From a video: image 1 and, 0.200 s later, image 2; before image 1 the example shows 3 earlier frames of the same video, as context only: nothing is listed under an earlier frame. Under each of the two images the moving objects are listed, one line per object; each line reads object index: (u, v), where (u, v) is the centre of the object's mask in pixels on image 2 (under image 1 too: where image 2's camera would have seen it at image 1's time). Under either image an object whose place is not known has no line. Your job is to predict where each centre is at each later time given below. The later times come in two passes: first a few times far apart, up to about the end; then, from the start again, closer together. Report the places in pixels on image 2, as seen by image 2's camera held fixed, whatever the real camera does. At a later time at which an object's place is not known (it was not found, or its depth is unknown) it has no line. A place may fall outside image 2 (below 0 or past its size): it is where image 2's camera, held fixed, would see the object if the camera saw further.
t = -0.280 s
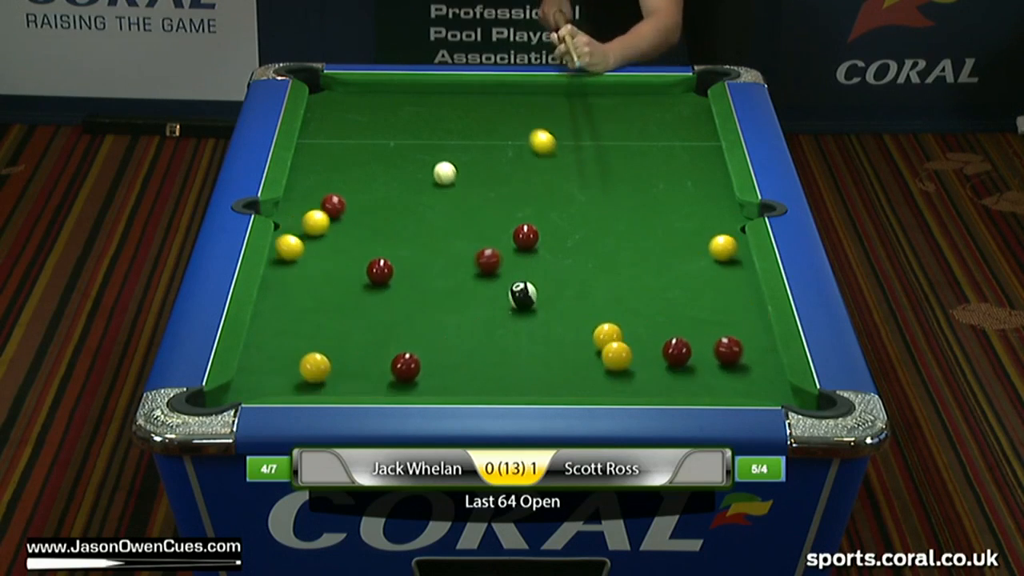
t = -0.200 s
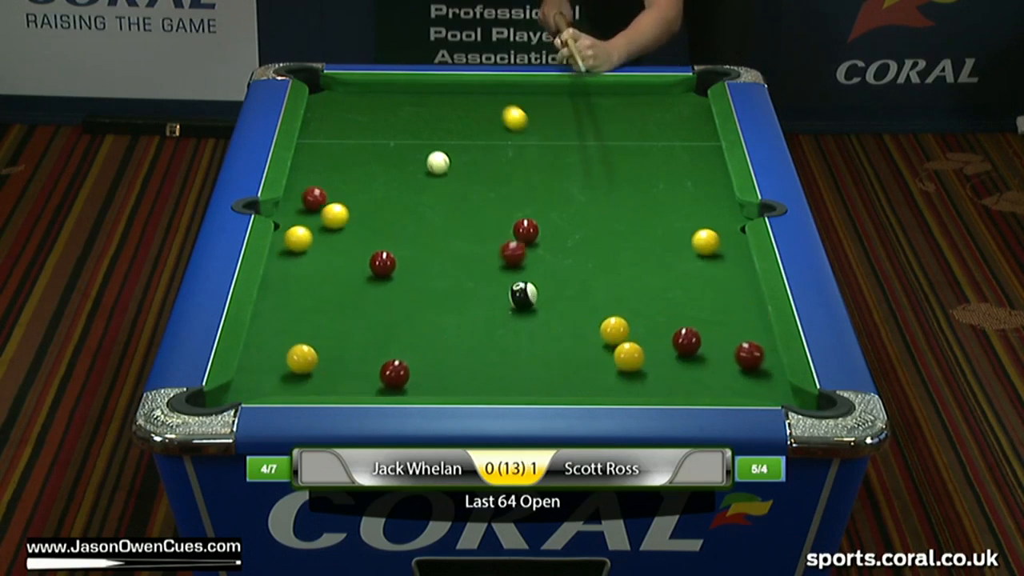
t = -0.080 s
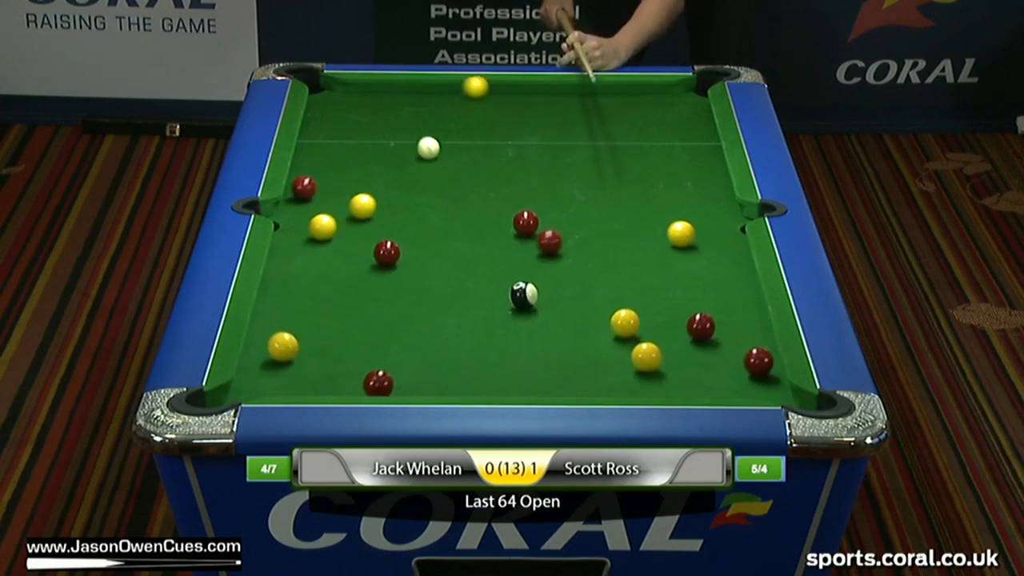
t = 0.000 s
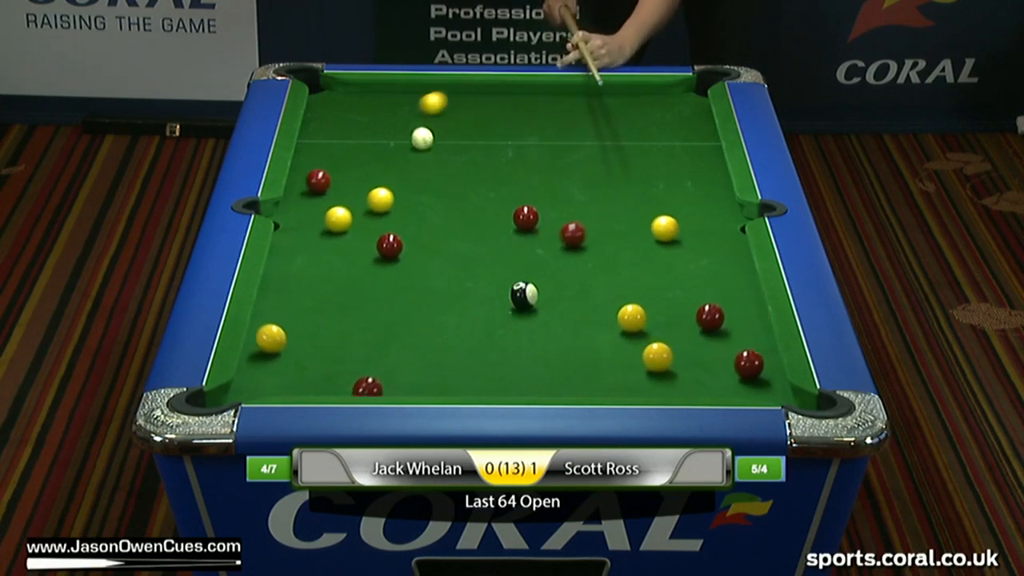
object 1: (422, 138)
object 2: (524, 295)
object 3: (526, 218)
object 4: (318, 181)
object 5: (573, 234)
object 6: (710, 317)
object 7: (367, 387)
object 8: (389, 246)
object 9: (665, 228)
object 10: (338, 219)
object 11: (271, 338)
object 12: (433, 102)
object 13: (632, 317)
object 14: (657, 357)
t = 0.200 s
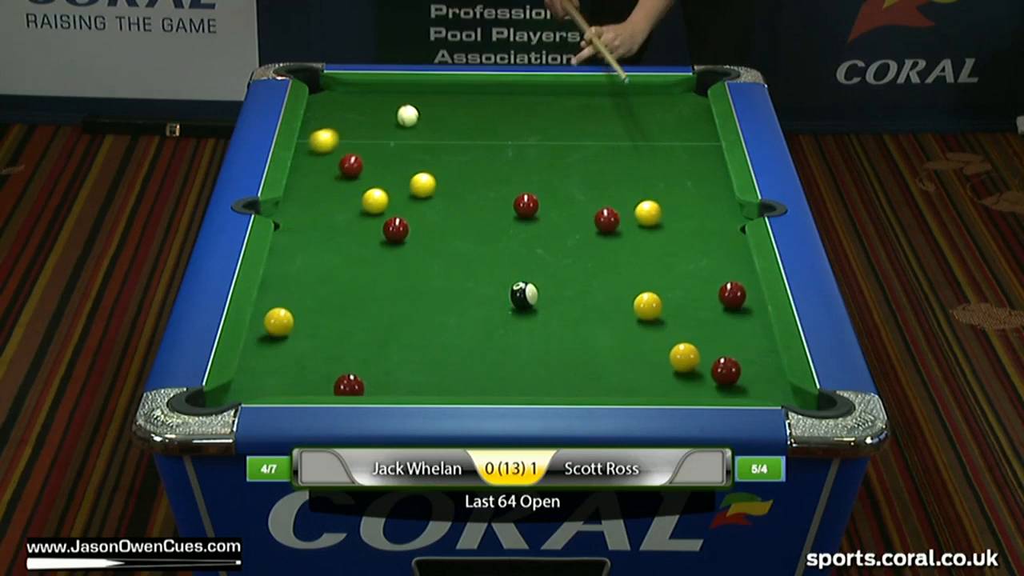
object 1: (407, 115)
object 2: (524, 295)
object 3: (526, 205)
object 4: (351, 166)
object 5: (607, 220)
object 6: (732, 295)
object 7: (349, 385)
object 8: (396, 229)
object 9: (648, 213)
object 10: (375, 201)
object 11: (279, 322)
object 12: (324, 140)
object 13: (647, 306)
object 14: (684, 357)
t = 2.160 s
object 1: (322, 180)
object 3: (524, 129)
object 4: (570, 108)
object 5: (552, 163)
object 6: (635, 165)
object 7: (266, 332)
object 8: (482, 332)
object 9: (652, 91)
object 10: (626, 94)
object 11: (438, 221)
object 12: (631, 185)
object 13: (723, 233)
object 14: (726, 357)
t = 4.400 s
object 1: (357, 253)
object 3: (525, 111)
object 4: (615, 126)
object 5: (544, 156)
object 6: (694, 141)
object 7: (270, 331)
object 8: (462, 370)
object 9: (625, 113)
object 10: (695, 125)
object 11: (498, 186)
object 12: (682, 187)
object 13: (711, 225)
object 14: (760, 353)
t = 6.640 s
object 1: (361, 261)
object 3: (525, 111)
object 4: (615, 126)
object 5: (544, 155)
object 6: (696, 142)
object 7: (269, 331)
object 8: (462, 371)
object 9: (625, 114)
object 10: (694, 125)
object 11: (498, 186)
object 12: (682, 187)
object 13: (712, 226)
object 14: (760, 353)
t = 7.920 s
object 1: (361, 261)
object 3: (525, 111)
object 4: (615, 126)
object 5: (544, 155)
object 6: (696, 142)
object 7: (269, 331)
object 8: (463, 370)
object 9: (625, 114)
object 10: (694, 125)
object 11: (498, 186)
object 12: (682, 187)
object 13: (712, 226)
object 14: (760, 353)
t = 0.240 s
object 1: (405, 111)
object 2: (524, 295)
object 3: (526, 203)
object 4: (357, 163)
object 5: (604, 218)
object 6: (736, 291)
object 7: (346, 384)
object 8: (397, 226)
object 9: (654, 209)
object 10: (382, 197)
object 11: (283, 319)
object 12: (309, 147)
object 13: (650, 303)
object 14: (689, 357)
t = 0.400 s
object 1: (394, 95)
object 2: (523, 295)
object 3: (526, 194)
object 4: (381, 151)
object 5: (598, 211)
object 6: (738, 276)
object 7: (334, 379)
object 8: (402, 214)
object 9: (668, 195)
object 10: (409, 184)
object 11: (302, 307)
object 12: (365, 176)
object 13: (662, 295)
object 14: (710, 355)
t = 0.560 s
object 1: (382, 91)
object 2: (524, 295)
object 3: (526, 186)
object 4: (404, 141)
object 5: (592, 204)
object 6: (723, 263)
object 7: (323, 372)
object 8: (415, 215)
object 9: (682, 181)
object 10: (435, 171)
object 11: (319, 297)
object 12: (407, 193)
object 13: (672, 287)
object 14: (728, 358)
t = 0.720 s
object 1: (369, 101)
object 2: (523, 295)
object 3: (526, 178)
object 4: (426, 131)
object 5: (587, 198)
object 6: (710, 250)
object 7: (313, 365)
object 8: (443, 239)
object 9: (695, 169)
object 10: (459, 160)
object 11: (335, 287)
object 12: (434, 190)
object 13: (683, 279)
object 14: (745, 359)
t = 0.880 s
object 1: (355, 110)
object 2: (523, 295)
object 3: (526, 170)
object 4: (447, 121)
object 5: (582, 192)
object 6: (697, 239)
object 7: (303, 359)
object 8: (467, 258)
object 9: (707, 156)
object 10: (483, 148)
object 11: (351, 277)
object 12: (462, 189)
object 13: (692, 272)
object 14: (761, 359)
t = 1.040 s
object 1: (342, 120)
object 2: (523, 295)
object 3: (525, 164)
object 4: (466, 112)
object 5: (577, 187)
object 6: (685, 228)
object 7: (294, 354)
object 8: (491, 277)
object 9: (704, 146)
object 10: (505, 137)
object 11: (365, 268)
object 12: (489, 188)
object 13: (701, 266)
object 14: (760, 359)
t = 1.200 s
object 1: (328, 129)
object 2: (539, 302)
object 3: (525, 157)
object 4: (485, 103)
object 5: (573, 183)
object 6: (673, 218)
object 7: (285, 350)
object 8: (501, 290)
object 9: (695, 137)
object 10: (525, 127)
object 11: (378, 260)
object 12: (515, 187)
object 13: (709, 257)
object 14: (751, 359)
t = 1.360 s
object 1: (315, 139)
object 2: (566, 312)
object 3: (525, 152)
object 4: (502, 95)
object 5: (568, 178)
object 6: (663, 208)
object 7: (278, 346)
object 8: (498, 297)
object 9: (686, 128)
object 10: (545, 118)
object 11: (390, 252)
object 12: (539, 187)
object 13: (716, 252)
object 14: (744, 360)
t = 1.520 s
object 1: (308, 148)
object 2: (592, 321)
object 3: (524, 146)
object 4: (518, 88)
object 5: (565, 170)
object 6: (653, 199)
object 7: (272, 342)
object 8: (494, 305)
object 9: (678, 120)
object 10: (564, 108)
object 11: (401, 245)
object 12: (563, 186)
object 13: (724, 247)
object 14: (737, 359)
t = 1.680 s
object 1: (311, 156)
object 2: (619, 331)
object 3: (524, 141)
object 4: (532, 93)
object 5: (561, 171)
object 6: (644, 191)
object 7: (266, 338)
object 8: (491, 312)
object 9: (671, 112)
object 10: (581, 100)
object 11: (411, 238)
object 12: (586, 185)
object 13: (731, 242)
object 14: (732, 359)
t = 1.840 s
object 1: (315, 164)
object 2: (645, 342)
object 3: (524, 137)
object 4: (545, 98)
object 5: (558, 167)
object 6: (636, 183)
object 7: (261, 335)
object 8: (488, 319)
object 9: (663, 105)
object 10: (598, 92)
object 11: (421, 232)
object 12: (607, 184)
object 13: (732, 238)
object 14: (729, 358)
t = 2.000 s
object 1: (318, 172)
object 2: (672, 352)
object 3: (524, 133)
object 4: (558, 103)
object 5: (555, 165)
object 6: (636, 173)
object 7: (263, 333)
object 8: (485, 326)
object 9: (657, 98)
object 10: (613, 90)
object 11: (430, 226)
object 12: (621, 185)
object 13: (727, 235)
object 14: (726, 358)
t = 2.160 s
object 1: (322, 180)
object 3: (524, 129)
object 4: (570, 108)
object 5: (552, 163)
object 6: (635, 165)
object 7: (266, 332)
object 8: (482, 332)
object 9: (652, 91)
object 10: (626, 94)
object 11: (438, 221)
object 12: (631, 185)
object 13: (723, 233)
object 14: (726, 357)
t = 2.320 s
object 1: (325, 187)
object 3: (524, 125)
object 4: (582, 113)
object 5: (550, 160)
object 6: (635, 159)
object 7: (269, 331)
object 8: (480, 338)
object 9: (649, 86)
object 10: (639, 99)
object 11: (446, 216)
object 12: (641, 185)
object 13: (719, 231)
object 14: (736, 357)
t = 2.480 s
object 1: (328, 194)
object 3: (524, 122)
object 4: (593, 118)
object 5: (547, 159)
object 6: (636, 152)
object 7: (270, 331)
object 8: (477, 344)
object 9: (643, 89)
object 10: (651, 103)
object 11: (453, 211)
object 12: (649, 186)
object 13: (717, 229)
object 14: (745, 356)
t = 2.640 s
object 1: (331, 201)
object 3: (524, 120)
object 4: (604, 122)
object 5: (546, 158)
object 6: (636, 146)
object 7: (270, 331)
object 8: (474, 348)
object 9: (642, 96)
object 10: (663, 107)
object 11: (460, 207)
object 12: (657, 186)
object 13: (715, 227)
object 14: (752, 356)
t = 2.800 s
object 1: (334, 207)
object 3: (525, 117)
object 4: (614, 126)
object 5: (545, 156)
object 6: (637, 140)
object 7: (270, 331)
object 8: (471, 353)
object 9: (640, 99)
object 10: (673, 112)
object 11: (467, 203)
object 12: (663, 186)
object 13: (713, 226)
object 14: (759, 354)
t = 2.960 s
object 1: (337, 214)
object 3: (525, 115)
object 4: (620, 129)
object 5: (544, 156)
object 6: (640, 135)
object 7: (270, 331)
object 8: (469, 357)
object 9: (638, 102)
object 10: (683, 115)
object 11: (472, 200)
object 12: (669, 187)
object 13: (712, 226)
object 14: (764, 354)
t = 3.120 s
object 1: (340, 219)
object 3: (525, 114)
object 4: (618, 128)
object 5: (543, 156)
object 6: (652, 136)
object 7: (270, 331)
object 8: (467, 360)
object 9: (636, 105)
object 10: (693, 119)
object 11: (477, 197)
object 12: (673, 187)
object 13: (711, 225)
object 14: (761, 354)
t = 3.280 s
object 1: (342, 225)
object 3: (525, 113)
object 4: (617, 127)
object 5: (544, 155)
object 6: (662, 136)
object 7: (270, 331)
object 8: (465, 363)
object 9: (634, 107)
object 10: (702, 122)
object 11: (482, 195)
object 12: (677, 187)
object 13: (711, 225)
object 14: (759, 354)
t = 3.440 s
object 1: (344, 230)
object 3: (525, 112)
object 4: (616, 127)
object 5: (544, 156)
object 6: (671, 135)
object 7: (270, 331)
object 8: (464, 366)
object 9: (632, 109)
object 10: (701, 125)
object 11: (485, 193)
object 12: (680, 187)
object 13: (711, 225)
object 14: (759, 354)
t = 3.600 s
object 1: (347, 235)
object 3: (525, 111)
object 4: (615, 126)
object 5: (544, 156)
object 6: (679, 136)
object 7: (270, 331)
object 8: (463, 368)
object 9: (630, 110)
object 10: (698, 127)
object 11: (489, 191)
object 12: (681, 187)
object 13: (711, 225)
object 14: (759, 354)
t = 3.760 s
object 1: (349, 239)
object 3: (525, 111)
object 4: (615, 126)
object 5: (544, 156)
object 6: (686, 136)
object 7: (270, 331)
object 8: (463, 369)
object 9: (629, 112)
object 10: (697, 126)
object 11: (491, 189)
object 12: (682, 187)
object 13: (711, 225)
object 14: (759, 353)
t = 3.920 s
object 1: (351, 243)
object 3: (525, 111)
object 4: (615, 126)
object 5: (544, 156)
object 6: (688, 137)
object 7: (270, 331)
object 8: (462, 370)
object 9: (628, 112)
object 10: (697, 125)
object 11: (493, 188)
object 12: (682, 187)
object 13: (711, 225)
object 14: (759, 353)
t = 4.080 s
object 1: (353, 247)
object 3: (525, 111)
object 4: (615, 126)
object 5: (544, 156)
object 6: (691, 139)
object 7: (270, 331)
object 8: (463, 370)
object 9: (627, 113)
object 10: (695, 124)
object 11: (495, 187)
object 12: (682, 187)
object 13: (711, 225)
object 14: (760, 353)
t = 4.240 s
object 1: (355, 250)
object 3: (525, 111)
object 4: (615, 126)
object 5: (544, 156)
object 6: (693, 140)
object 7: (270, 331)
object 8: (462, 370)
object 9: (626, 113)
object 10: (695, 124)
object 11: (497, 186)
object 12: (682, 187)
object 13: (711, 225)
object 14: (760, 353)
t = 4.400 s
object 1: (357, 253)
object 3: (525, 111)
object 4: (615, 126)
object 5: (544, 156)
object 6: (694, 141)
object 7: (270, 331)
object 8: (462, 370)
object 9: (625, 113)
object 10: (695, 125)
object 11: (498, 186)
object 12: (682, 187)
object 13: (711, 225)
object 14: (760, 353)
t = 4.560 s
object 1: (358, 255)
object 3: (525, 111)
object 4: (615, 126)
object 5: (544, 156)
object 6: (696, 142)
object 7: (270, 331)
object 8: (463, 370)
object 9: (625, 114)
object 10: (694, 125)
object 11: (498, 186)
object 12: (682, 187)
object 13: (711, 225)
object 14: (759, 353)
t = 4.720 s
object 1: (359, 257)
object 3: (525, 111)
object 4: (615, 126)
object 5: (544, 155)
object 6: (696, 142)
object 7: (270, 331)
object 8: (463, 370)
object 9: (625, 114)
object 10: (694, 125)
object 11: (498, 186)
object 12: (682, 187)
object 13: (712, 225)
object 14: (759, 353)
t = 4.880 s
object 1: (360, 259)
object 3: (525, 111)
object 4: (615, 126)
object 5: (544, 156)
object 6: (696, 142)
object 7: (270, 331)
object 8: (463, 370)
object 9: (625, 114)
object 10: (694, 125)
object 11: (498, 186)
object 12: (682, 187)
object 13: (711, 225)
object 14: (759, 353)
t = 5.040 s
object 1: (360, 260)
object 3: (525, 111)
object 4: (615, 126)
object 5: (544, 155)
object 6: (697, 142)
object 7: (270, 331)
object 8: (463, 370)
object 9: (625, 114)
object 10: (694, 125)
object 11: (498, 186)
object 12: (682, 187)
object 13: (711, 225)
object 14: (759, 353)
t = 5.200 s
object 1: (360, 261)
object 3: (525, 111)
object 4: (615, 126)
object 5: (544, 156)
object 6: (697, 142)
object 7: (270, 331)
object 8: (463, 370)
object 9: (625, 114)
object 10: (694, 125)
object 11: (498, 186)
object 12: (682, 187)
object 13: (712, 225)
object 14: (759, 353)
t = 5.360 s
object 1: (360, 261)
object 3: (525, 111)
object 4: (615, 126)
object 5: (544, 155)
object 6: (696, 142)
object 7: (270, 331)
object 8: (462, 370)
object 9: (625, 114)
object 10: (694, 125)
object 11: (498, 186)
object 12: (682, 187)
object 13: (712, 225)
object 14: (759, 353)
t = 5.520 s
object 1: (360, 261)
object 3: (525, 111)
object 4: (615, 126)
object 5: (544, 155)
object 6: (696, 142)
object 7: (270, 331)
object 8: (462, 370)
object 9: (625, 114)
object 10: (694, 125)
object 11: (498, 186)
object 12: (682, 187)
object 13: (712, 225)
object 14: (760, 353)
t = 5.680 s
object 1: (361, 261)
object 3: (525, 111)
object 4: (615, 126)
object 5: (544, 155)
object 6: (696, 142)
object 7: (270, 331)
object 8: (462, 370)
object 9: (625, 114)
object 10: (694, 125)
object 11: (498, 186)
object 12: (682, 187)
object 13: (712, 225)
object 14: (760, 353)
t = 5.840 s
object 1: (361, 261)
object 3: (525, 111)
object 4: (615, 126)
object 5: (544, 155)
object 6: (696, 142)
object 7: (270, 331)
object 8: (462, 370)
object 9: (625, 114)
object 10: (694, 125)
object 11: (498, 186)
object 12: (682, 187)
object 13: (712, 225)
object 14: (760, 353)
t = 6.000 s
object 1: (361, 261)
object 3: (525, 111)
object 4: (615, 126)
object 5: (544, 155)
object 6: (696, 142)
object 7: (270, 331)
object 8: (462, 370)
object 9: (625, 114)
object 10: (694, 125)
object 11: (498, 186)
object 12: (682, 187)
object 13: (712, 225)
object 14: (760, 353)
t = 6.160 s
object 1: (361, 261)
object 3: (525, 111)
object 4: (615, 126)
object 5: (544, 155)
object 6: (696, 142)
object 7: (270, 331)
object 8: (462, 371)
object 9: (625, 114)
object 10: (694, 125)
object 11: (498, 186)
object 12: (682, 187)
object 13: (712, 225)
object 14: (760, 353)
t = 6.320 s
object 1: (361, 261)
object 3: (525, 111)
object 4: (615, 126)
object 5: (544, 155)
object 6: (696, 142)
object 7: (270, 331)
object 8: (462, 371)
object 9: (625, 114)
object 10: (694, 125)
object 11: (498, 186)
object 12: (682, 187)
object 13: (712, 225)
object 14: (760, 353)
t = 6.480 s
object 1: (361, 261)
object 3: (525, 111)
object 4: (615, 126)
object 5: (544, 155)
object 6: (696, 142)
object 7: (270, 331)
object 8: (462, 371)
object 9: (625, 114)
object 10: (694, 125)
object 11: (498, 186)
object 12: (682, 187)
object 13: (712, 225)
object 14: (760, 353)
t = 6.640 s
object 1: (361, 261)
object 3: (525, 111)
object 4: (615, 126)
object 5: (544, 155)
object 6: (696, 142)
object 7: (269, 331)
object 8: (462, 371)
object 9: (625, 114)
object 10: (694, 125)
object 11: (498, 186)
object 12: (682, 187)
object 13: (712, 226)
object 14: (760, 353)
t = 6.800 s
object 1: (361, 261)
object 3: (525, 111)
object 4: (615, 126)
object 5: (544, 155)
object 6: (696, 142)
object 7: (269, 331)
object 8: (462, 371)
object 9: (625, 114)
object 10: (694, 125)
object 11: (498, 186)
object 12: (682, 187)
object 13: (712, 226)
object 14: (760, 353)
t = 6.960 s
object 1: (361, 261)
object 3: (525, 111)
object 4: (615, 126)
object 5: (544, 155)
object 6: (696, 142)
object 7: (269, 331)
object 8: (462, 370)
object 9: (625, 114)
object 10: (694, 125)
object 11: (498, 186)
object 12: (682, 187)
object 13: (712, 226)
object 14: (760, 353)
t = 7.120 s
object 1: (361, 261)
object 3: (525, 111)
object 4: (615, 126)
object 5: (544, 155)
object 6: (696, 142)
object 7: (269, 331)
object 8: (462, 370)
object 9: (625, 114)
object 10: (694, 125)
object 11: (498, 186)
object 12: (682, 187)
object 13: (712, 226)
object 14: (760, 353)
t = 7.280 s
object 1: (361, 261)
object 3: (525, 111)
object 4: (615, 126)
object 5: (544, 155)
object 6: (696, 142)
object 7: (270, 331)
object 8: (462, 370)
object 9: (625, 114)
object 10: (694, 125)
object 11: (498, 186)
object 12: (682, 187)
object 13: (712, 226)
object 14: (760, 353)
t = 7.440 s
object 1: (361, 261)
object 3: (525, 111)
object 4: (615, 126)
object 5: (544, 155)
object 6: (696, 142)
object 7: (270, 331)
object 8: (462, 370)
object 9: (625, 114)
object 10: (694, 125)
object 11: (498, 186)
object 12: (682, 187)
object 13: (712, 226)
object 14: (760, 353)
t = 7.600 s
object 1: (361, 261)
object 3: (525, 111)
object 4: (615, 126)
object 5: (544, 155)
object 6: (696, 142)
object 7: (269, 331)
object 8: (462, 370)
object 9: (625, 114)
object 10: (694, 125)
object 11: (498, 186)
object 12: (682, 187)
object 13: (712, 226)
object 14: (760, 353)
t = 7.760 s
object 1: (361, 261)
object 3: (525, 111)
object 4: (615, 126)
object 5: (544, 155)
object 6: (696, 142)
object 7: (269, 331)
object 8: (462, 370)
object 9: (625, 114)
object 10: (694, 125)
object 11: (498, 186)
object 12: (682, 187)
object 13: (712, 226)
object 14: (760, 353)
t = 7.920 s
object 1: (361, 261)
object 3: (525, 111)
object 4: (615, 126)
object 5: (544, 155)
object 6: (696, 142)
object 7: (269, 331)
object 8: (463, 370)
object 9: (625, 114)
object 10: (694, 125)
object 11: (498, 186)
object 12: (682, 187)
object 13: (712, 226)
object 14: (760, 353)
